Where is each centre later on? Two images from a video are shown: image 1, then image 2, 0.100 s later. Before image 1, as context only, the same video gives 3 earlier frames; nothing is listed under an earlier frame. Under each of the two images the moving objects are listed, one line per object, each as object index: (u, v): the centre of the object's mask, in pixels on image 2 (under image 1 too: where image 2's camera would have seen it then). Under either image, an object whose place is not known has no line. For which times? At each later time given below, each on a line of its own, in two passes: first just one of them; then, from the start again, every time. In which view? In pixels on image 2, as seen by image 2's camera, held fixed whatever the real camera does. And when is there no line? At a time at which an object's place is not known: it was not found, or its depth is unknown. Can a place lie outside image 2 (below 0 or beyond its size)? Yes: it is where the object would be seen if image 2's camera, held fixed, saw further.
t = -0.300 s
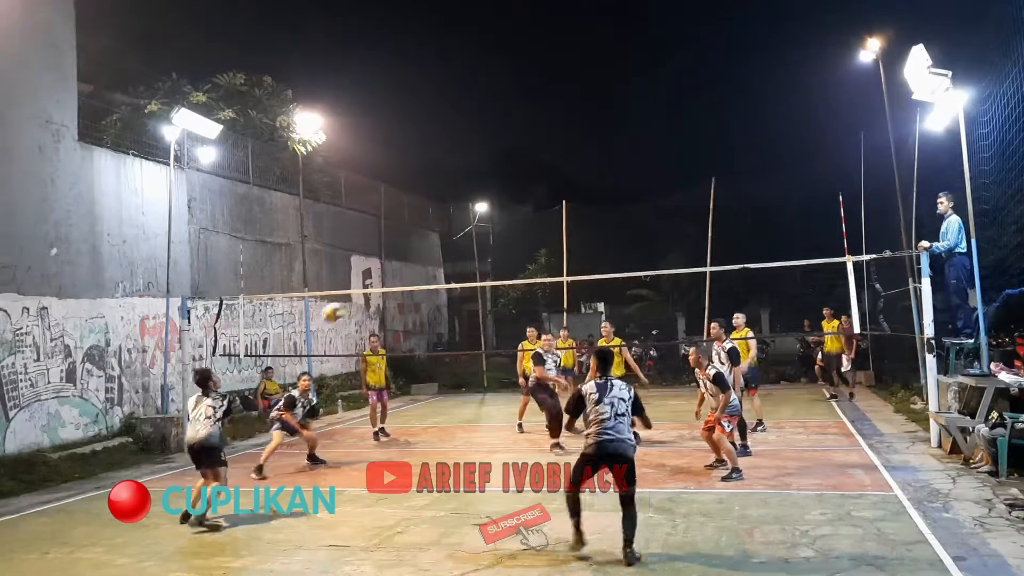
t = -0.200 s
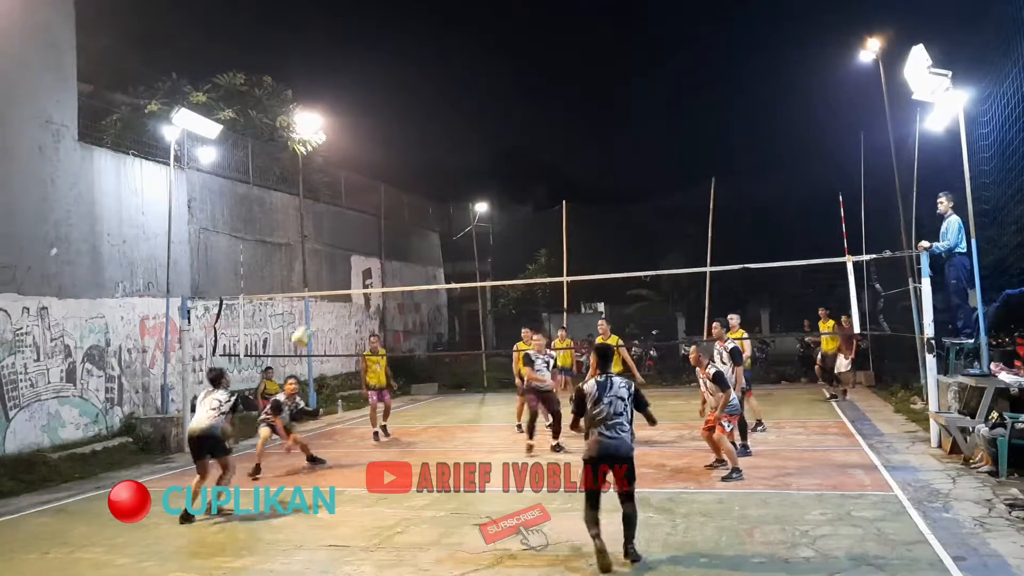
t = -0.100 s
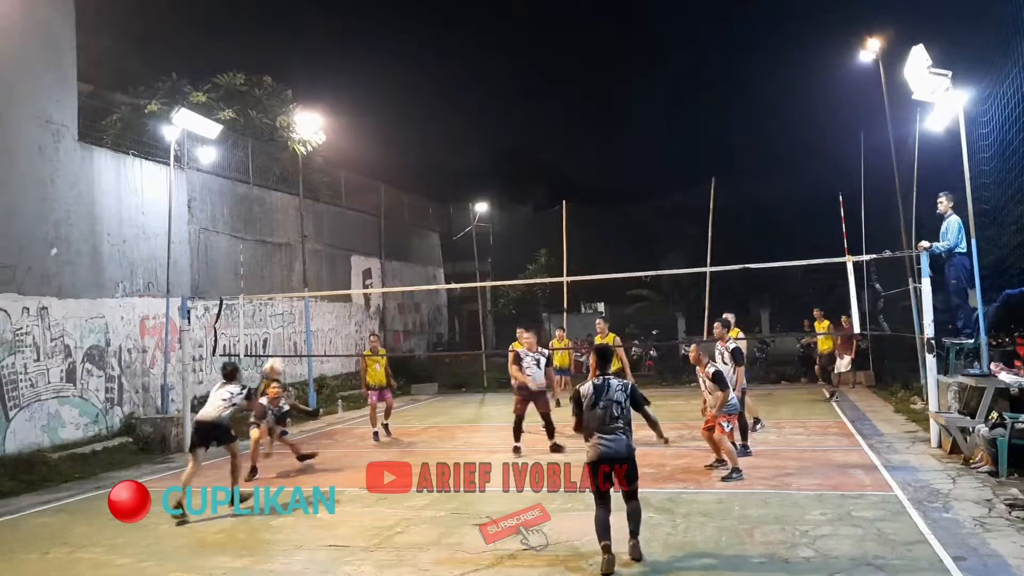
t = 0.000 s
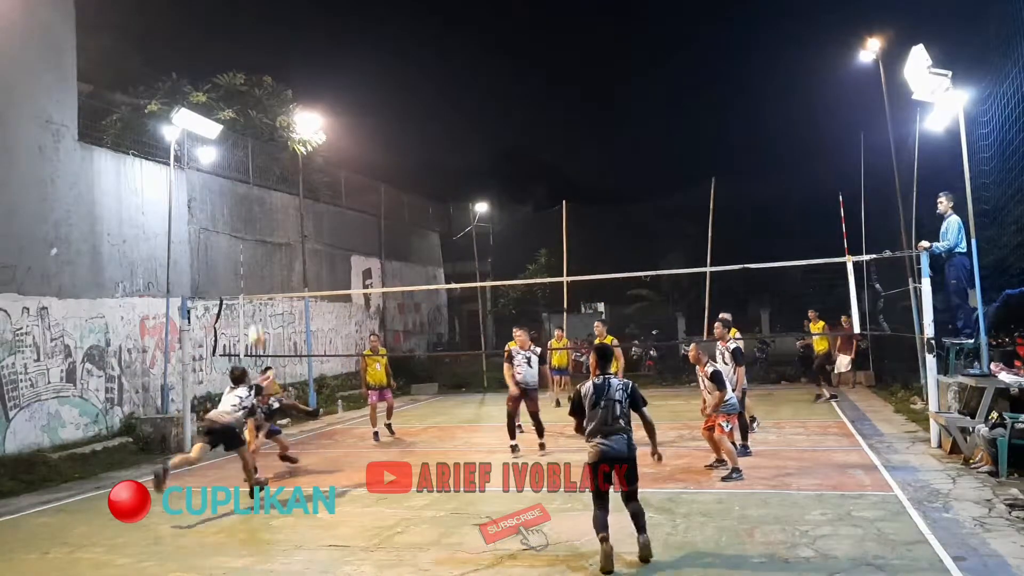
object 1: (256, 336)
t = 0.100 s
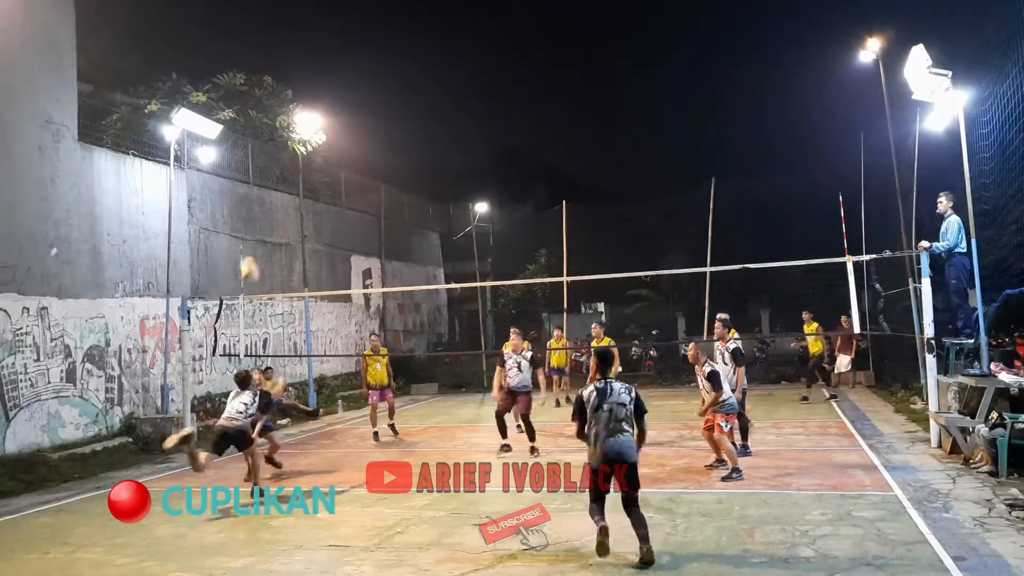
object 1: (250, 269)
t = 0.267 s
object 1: (235, 181)
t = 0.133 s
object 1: (247, 248)
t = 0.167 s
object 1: (244, 230)
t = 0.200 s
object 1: (241, 212)
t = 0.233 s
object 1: (238, 196)
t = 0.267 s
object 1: (235, 181)
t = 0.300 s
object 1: (233, 168)
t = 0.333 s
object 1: (230, 155)
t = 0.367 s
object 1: (228, 143)
